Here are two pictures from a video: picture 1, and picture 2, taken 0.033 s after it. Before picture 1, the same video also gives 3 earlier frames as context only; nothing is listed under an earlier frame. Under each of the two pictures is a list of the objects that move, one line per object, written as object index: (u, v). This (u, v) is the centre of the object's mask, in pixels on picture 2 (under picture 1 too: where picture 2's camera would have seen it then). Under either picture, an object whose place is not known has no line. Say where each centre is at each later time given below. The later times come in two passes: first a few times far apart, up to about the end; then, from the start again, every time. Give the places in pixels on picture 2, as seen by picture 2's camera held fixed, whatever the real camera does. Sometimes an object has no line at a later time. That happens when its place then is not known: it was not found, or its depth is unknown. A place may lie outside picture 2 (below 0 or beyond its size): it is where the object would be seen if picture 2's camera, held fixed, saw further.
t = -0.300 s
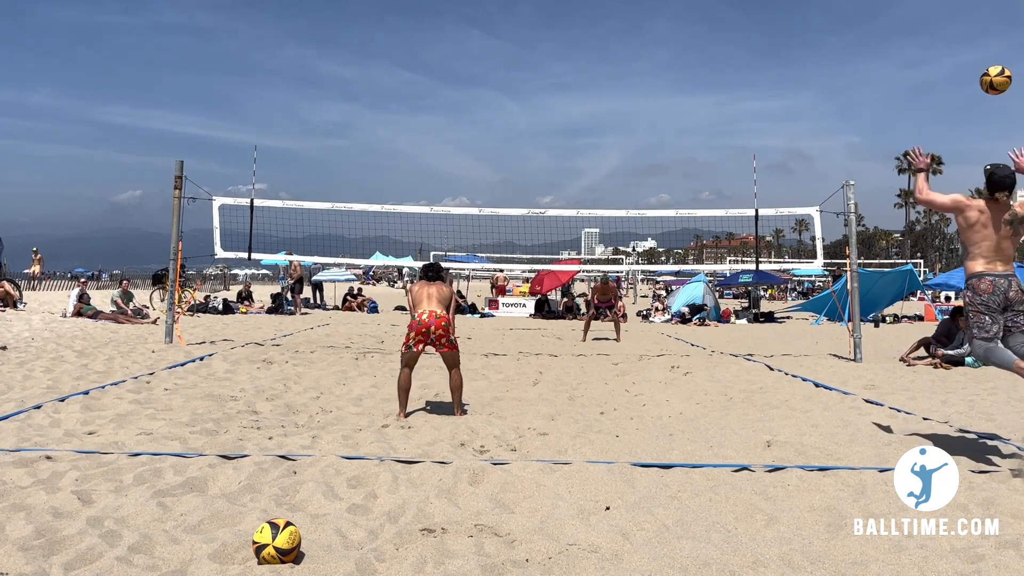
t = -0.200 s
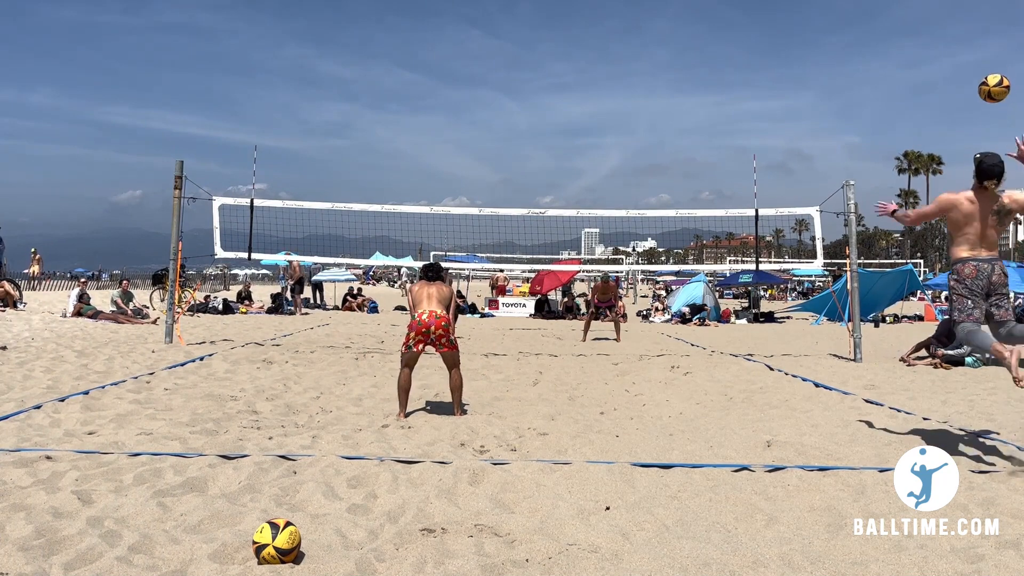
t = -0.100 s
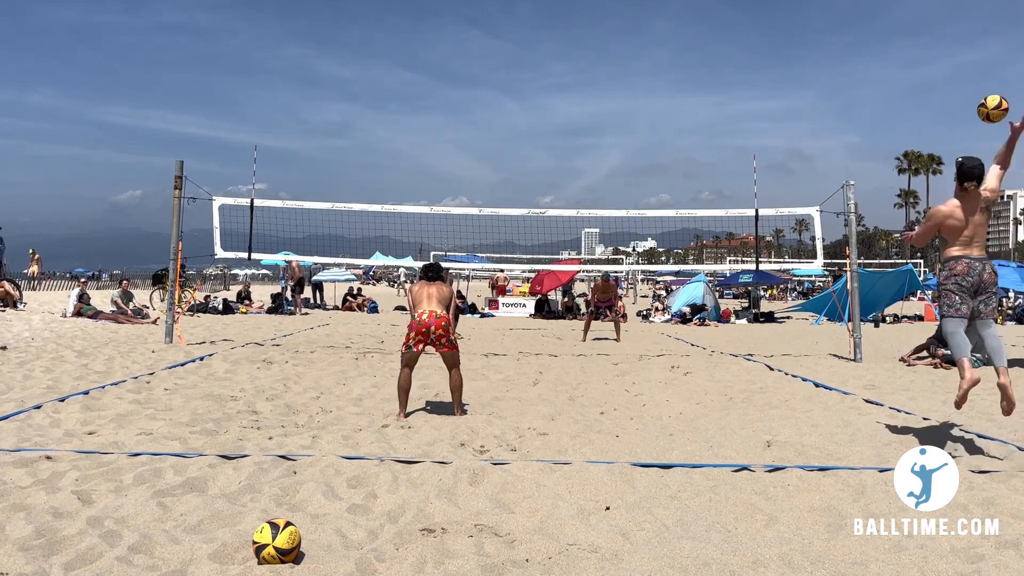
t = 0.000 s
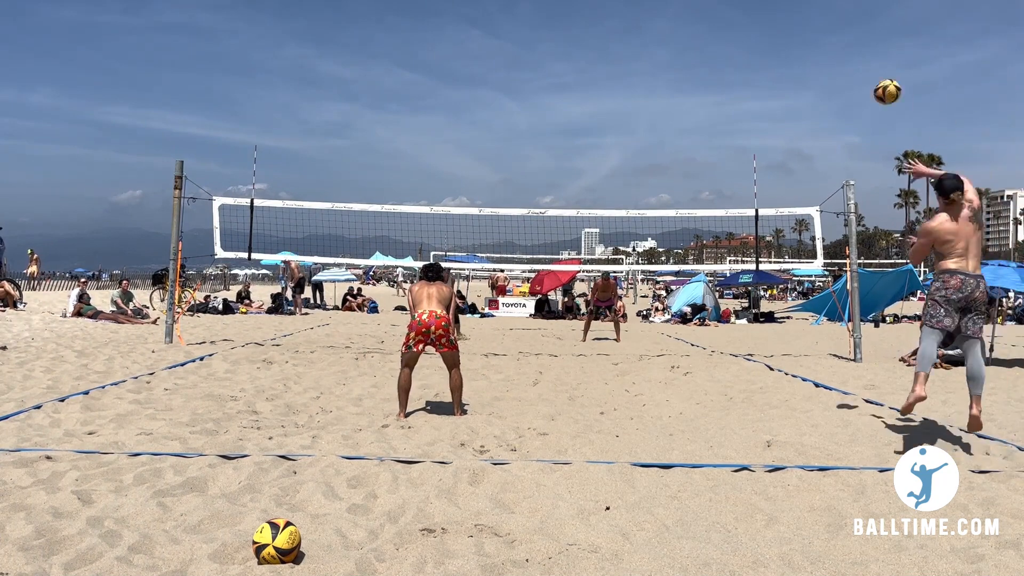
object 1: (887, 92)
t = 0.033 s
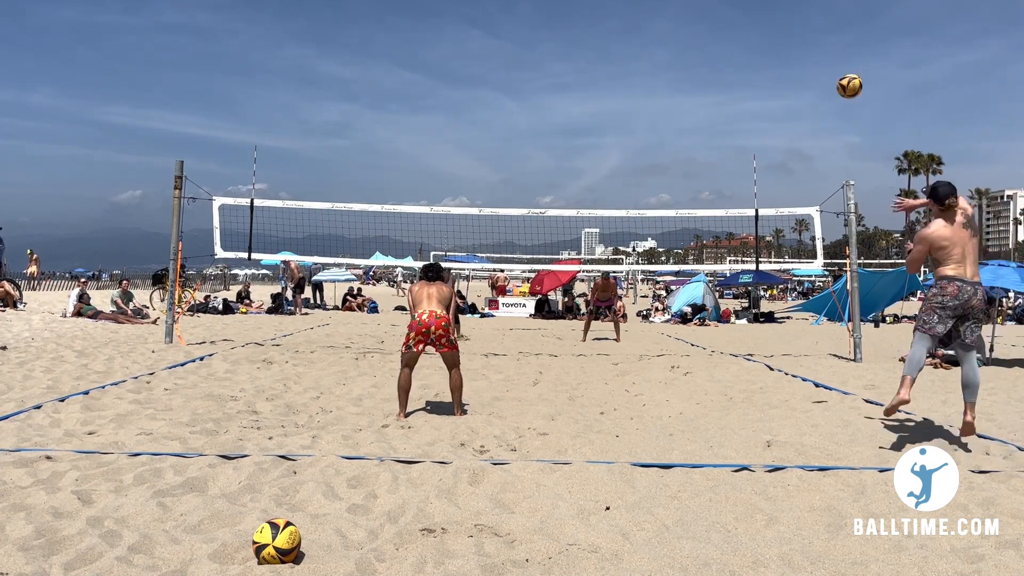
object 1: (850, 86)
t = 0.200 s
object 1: (706, 78)
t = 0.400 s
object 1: (595, 98)
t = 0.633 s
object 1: (509, 143)
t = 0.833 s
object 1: (454, 193)
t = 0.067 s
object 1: (815, 82)
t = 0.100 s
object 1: (784, 79)
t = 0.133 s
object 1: (756, 77)
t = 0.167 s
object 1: (730, 77)
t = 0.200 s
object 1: (706, 78)
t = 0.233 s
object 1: (684, 79)
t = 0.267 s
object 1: (663, 82)
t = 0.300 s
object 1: (645, 85)
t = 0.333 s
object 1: (627, 88)
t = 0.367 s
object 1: (611, 93)
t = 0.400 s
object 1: (595, 98)
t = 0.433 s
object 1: (580, 103)
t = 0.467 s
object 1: (567, 108)
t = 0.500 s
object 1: (554, 114)
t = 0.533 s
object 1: (542, 121)
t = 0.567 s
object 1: (530, 128)
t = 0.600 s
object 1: (519, 135)
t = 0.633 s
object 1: (509, 143)
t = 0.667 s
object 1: (498, 151)
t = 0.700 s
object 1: (489, 158)
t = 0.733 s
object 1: (480, 167)
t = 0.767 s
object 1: (471, 175)
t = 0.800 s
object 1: (462, 184)
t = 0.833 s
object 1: (454, 193)
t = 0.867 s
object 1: (445, 201)
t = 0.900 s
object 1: (438, 215)
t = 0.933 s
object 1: (430, 221)
